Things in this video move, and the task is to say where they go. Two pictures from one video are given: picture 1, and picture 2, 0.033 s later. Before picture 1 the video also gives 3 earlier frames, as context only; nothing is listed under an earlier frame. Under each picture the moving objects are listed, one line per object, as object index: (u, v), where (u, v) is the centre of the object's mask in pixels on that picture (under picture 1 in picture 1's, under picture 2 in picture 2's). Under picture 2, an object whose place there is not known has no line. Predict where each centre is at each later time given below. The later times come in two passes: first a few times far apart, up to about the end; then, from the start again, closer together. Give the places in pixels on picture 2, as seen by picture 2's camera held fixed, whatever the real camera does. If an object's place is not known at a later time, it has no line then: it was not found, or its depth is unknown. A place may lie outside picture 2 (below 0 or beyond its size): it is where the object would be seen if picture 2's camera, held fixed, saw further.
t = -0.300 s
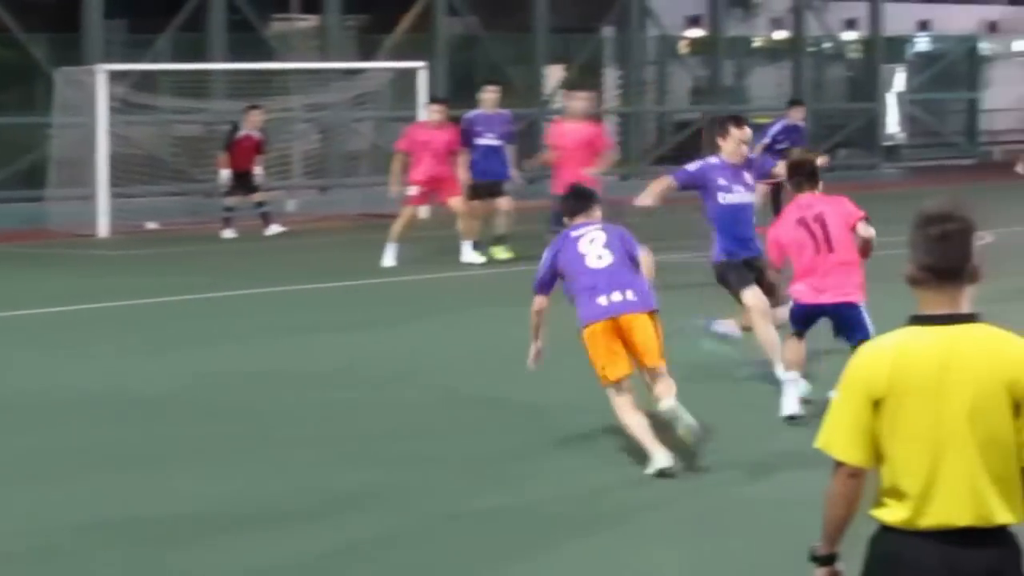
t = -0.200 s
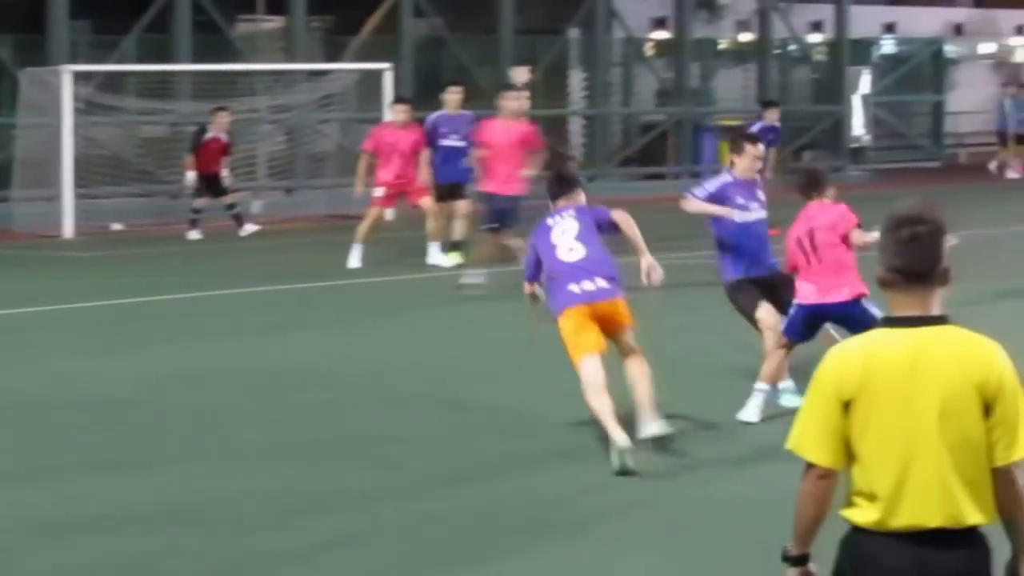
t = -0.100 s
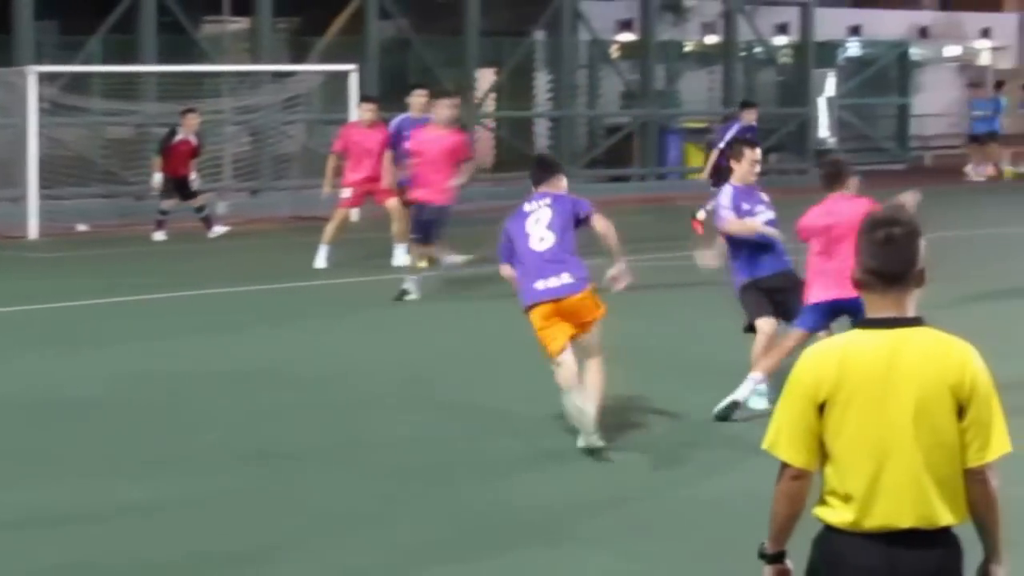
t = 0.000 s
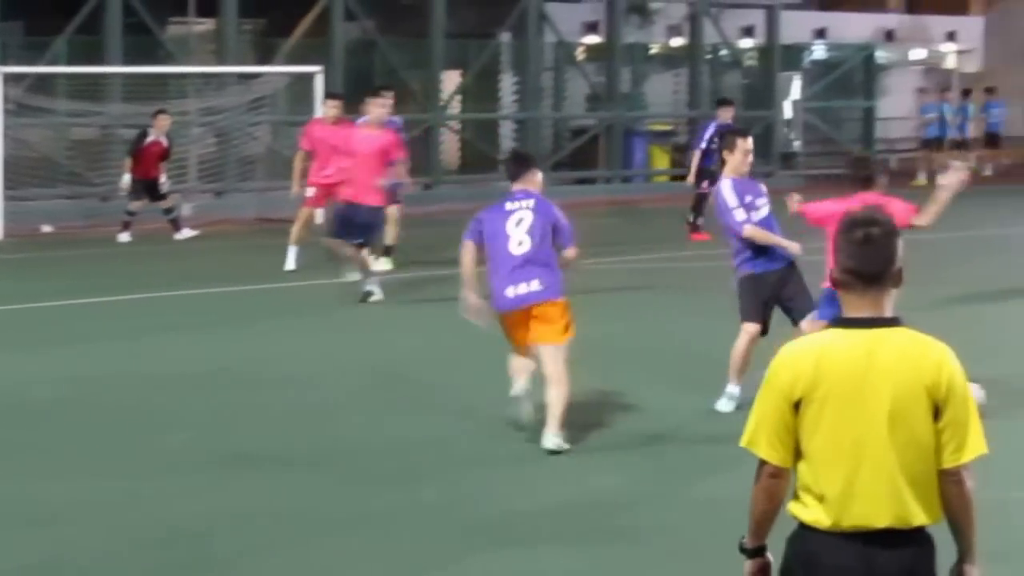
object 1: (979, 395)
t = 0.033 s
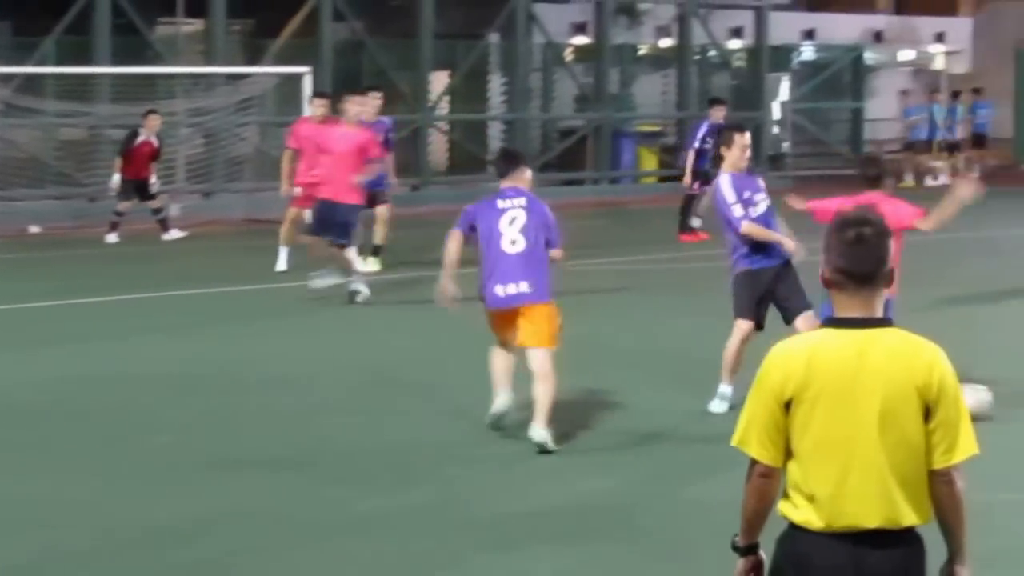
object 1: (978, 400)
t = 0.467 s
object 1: (1144, 430)
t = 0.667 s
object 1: (1227, 446)
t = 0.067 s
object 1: (991, 403)
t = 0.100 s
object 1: (1007, 405)
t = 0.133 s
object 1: (1024, 408)
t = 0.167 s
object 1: (1038, 411)
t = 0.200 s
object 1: (1050, 413)
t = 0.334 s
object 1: (1096, 421)
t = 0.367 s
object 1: (1108, 424)
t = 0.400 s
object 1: (1119, 426)
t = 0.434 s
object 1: (1132, 429)
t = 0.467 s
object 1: (1144, 430)
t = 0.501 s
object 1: (1159, 432)
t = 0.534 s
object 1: (1173, 435)
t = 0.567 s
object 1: (1187, 437)
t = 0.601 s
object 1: (1200, 439)
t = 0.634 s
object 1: (1213, 442)
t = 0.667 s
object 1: (1227, 446)
